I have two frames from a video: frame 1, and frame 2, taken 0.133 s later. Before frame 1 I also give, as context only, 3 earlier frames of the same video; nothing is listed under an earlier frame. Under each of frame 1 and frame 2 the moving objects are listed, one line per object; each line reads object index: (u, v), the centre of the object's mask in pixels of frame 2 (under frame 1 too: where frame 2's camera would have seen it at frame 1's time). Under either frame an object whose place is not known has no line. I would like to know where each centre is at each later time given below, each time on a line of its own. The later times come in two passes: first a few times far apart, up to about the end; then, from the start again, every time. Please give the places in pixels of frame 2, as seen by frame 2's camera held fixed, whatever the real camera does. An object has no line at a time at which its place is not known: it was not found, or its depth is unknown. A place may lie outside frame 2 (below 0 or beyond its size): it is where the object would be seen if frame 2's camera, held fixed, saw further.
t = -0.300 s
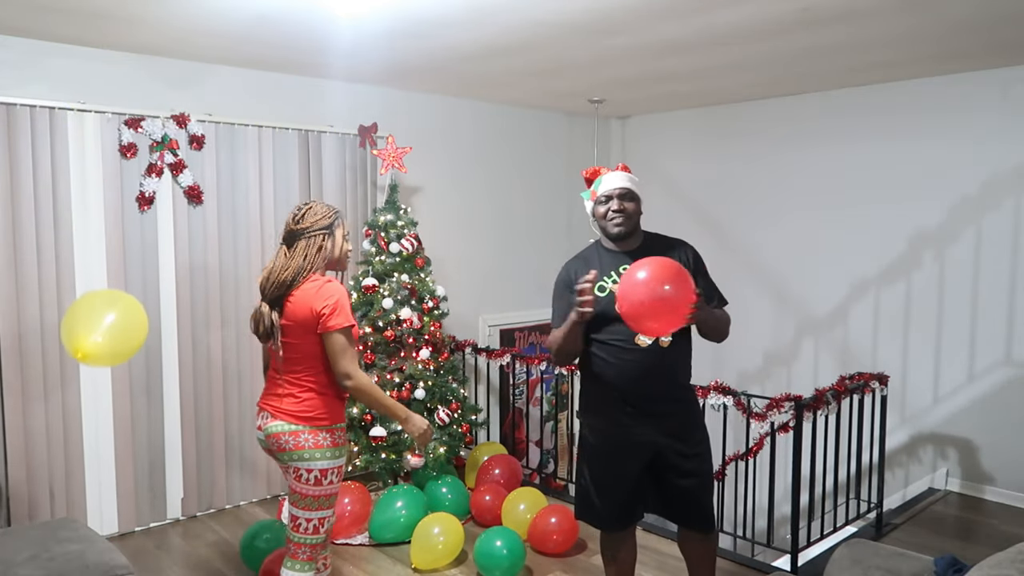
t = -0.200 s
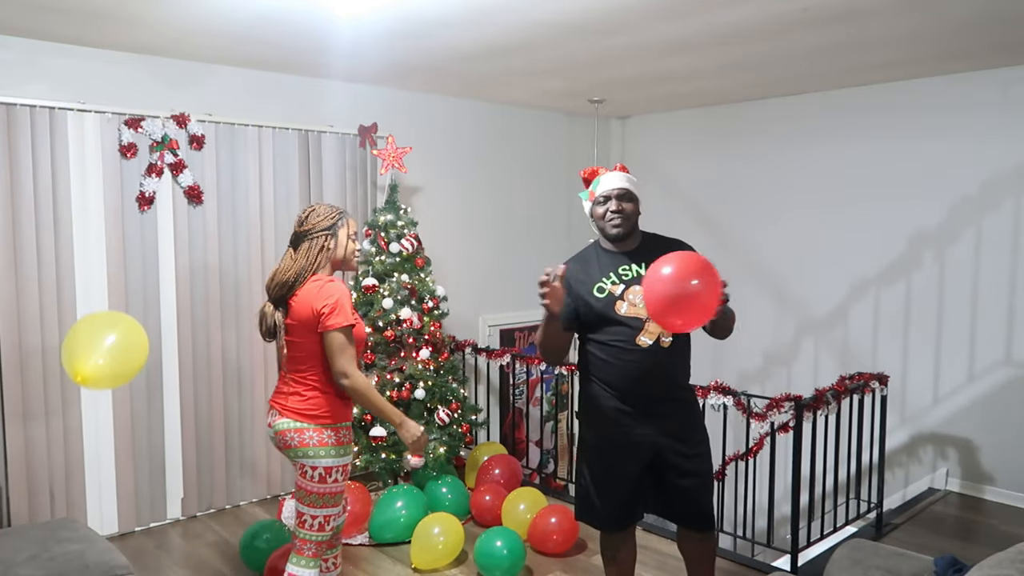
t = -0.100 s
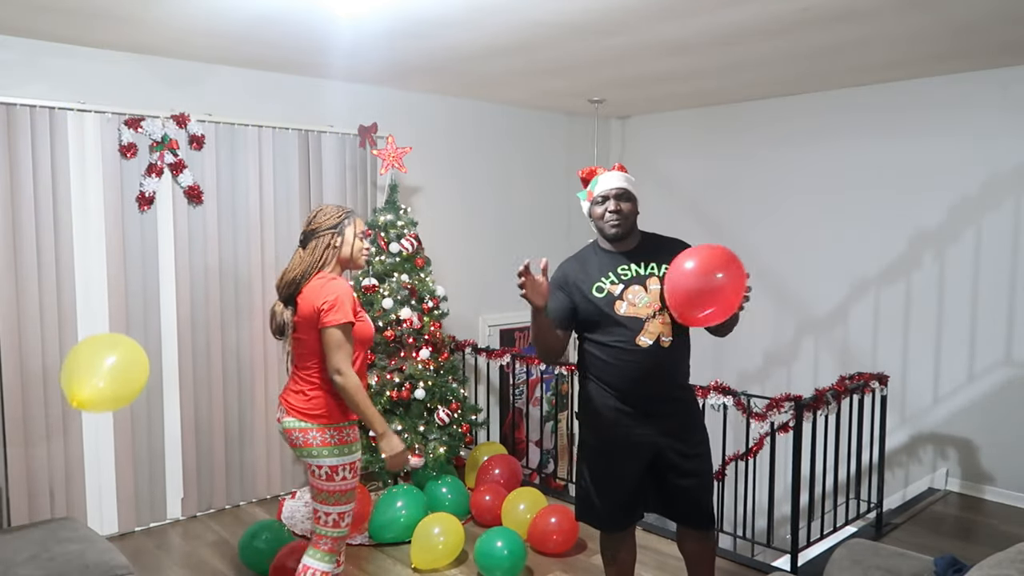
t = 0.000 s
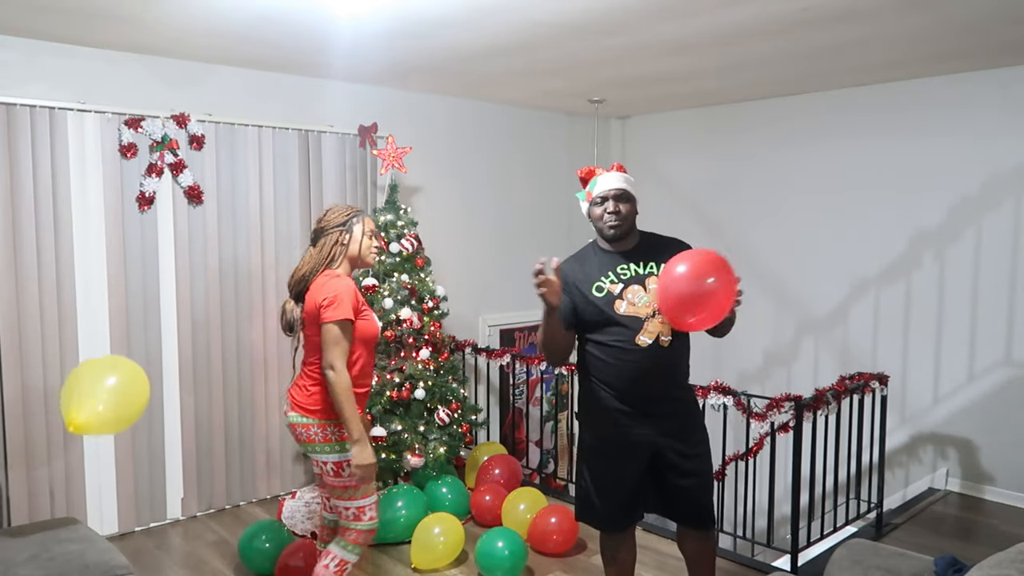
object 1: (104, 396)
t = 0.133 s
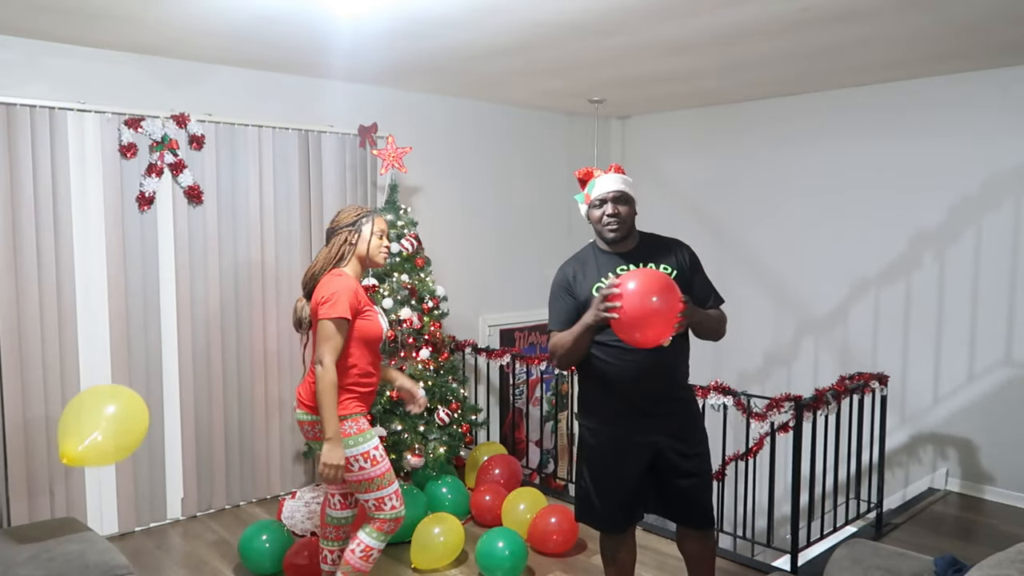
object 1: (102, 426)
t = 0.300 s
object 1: (99, 465)
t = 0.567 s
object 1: (97, 494)
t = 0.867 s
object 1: (109, 464)
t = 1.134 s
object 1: (118, 456)
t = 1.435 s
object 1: (129, 466)
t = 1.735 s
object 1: (142, 495)
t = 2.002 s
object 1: (160, 527)
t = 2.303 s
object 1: (193, 550)
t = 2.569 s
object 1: (221, 565)
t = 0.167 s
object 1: (101, 433)
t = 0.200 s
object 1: (101, 441)
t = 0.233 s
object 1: (100, 449)
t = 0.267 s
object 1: (99, 457)
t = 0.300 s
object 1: (99, 465)
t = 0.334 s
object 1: (98, 472)
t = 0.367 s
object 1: (97, 480)
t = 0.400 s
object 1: (96, 488)
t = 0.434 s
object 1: (95, 496)
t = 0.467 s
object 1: (95, 503)
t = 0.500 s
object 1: (95, 503)
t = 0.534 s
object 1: (96, 499)
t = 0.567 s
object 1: (97, 494)
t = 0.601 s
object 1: (98, 490)
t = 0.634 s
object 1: (100, 486)
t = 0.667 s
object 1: (101, 482)
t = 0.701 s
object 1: (102, 478)
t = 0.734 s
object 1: (103, 475)
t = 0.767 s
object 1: (105, 472)
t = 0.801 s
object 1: (106, 469)
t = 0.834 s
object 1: (107, 466)
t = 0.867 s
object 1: (109, 464)
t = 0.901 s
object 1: (110, 462)
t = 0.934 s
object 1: (111, 461)
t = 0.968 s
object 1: (112, 459)
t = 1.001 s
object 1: (113, 458)
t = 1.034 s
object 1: (115, 457)
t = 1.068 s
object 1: (116, 457)
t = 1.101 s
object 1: (117, 456)
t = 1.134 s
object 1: (118, 456)
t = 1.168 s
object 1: (120, 457)
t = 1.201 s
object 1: (121, 457)
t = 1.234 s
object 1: (122, 457)
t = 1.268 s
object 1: (123, 458)
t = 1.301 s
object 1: (124, 459)
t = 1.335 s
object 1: (126, 461)
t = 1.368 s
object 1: (127, 462)
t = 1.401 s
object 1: (128, 464)
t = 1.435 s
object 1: (129, 466)
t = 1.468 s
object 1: (131, 468)
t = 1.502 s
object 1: (132, 471)
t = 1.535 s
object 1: (133, 473)
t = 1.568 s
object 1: (134, 476)
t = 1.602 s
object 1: (136, 480)
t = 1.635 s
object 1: (137, 483)
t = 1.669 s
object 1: (138, 487)
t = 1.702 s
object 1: (140, 491)
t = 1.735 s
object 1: (142, 495)
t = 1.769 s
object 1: (143, 499)
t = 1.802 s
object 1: (144, 504)
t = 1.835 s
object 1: (146, 508)
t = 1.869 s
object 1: (147, 513)
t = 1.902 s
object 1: (149, 518)
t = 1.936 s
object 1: (152, 521)
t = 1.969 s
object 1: (156, 524)
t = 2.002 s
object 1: (160, 527)
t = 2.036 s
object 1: (164, 530)
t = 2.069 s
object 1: (168, 533)
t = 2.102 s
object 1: (172, 536)
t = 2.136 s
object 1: (175, 539)
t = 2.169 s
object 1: (179, 541)
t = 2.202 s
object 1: (183, 544)
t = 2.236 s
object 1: (186, 546)
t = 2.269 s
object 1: (189, 548)
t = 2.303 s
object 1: (193, 550)
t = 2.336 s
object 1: (197, 552)
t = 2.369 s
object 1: (201, 555)
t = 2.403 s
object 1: (204, 557)
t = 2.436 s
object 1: (208, 558)
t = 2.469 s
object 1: (211, 560)
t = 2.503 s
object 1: (215, 562)
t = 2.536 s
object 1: (218, 564)
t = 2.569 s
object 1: (221, 565)
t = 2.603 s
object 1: (224, 567)
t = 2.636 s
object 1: (226, 567)
